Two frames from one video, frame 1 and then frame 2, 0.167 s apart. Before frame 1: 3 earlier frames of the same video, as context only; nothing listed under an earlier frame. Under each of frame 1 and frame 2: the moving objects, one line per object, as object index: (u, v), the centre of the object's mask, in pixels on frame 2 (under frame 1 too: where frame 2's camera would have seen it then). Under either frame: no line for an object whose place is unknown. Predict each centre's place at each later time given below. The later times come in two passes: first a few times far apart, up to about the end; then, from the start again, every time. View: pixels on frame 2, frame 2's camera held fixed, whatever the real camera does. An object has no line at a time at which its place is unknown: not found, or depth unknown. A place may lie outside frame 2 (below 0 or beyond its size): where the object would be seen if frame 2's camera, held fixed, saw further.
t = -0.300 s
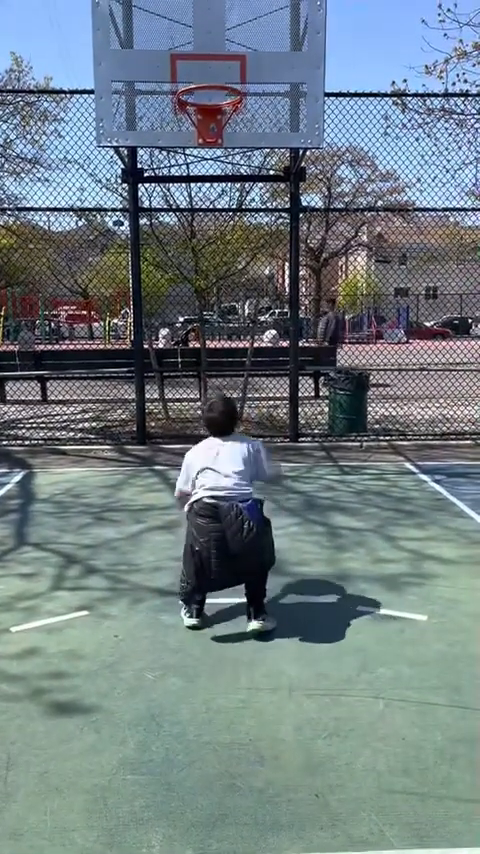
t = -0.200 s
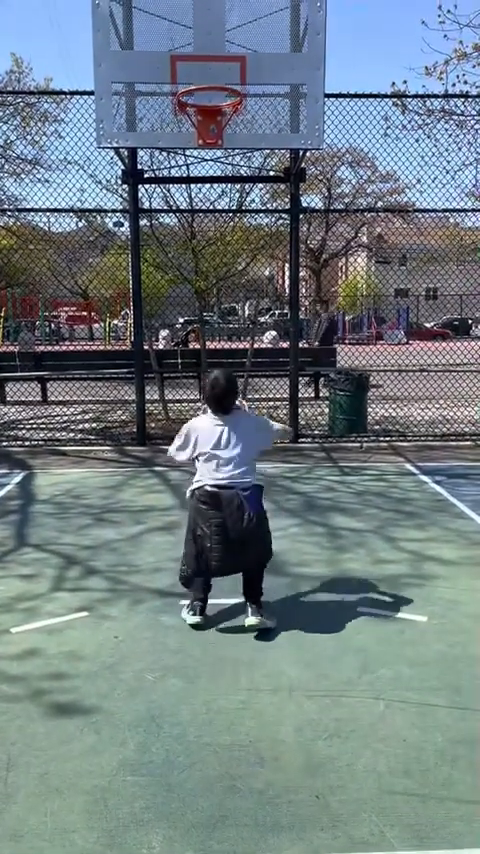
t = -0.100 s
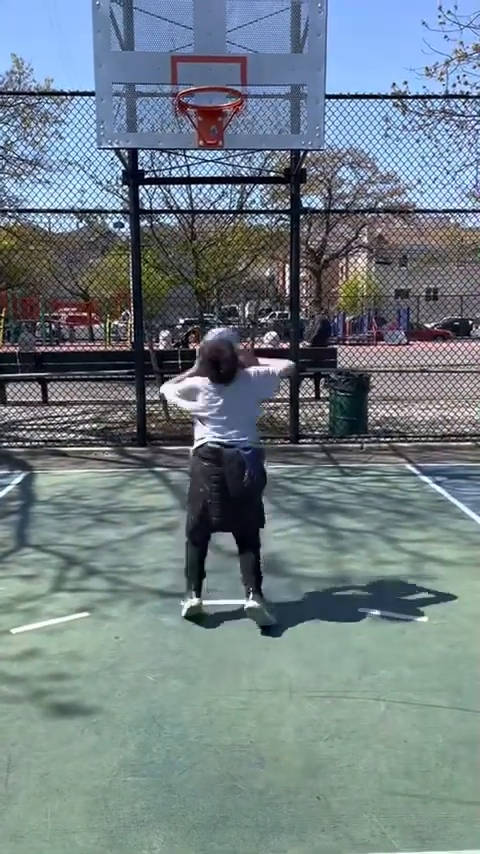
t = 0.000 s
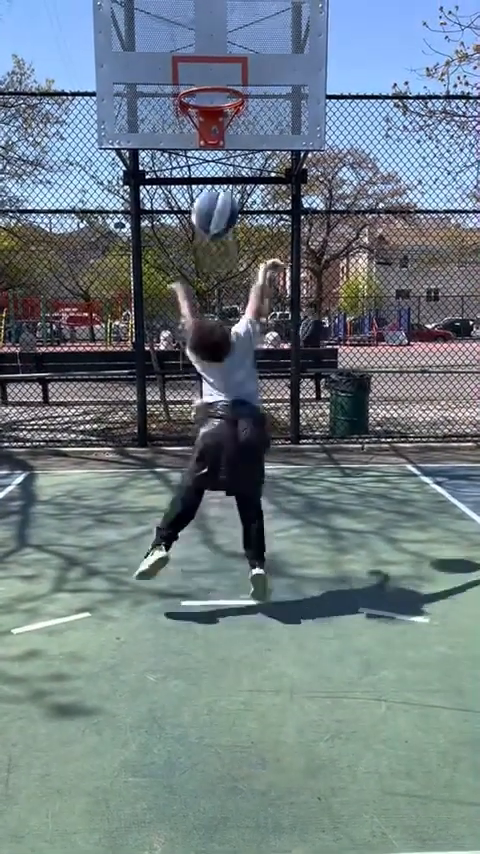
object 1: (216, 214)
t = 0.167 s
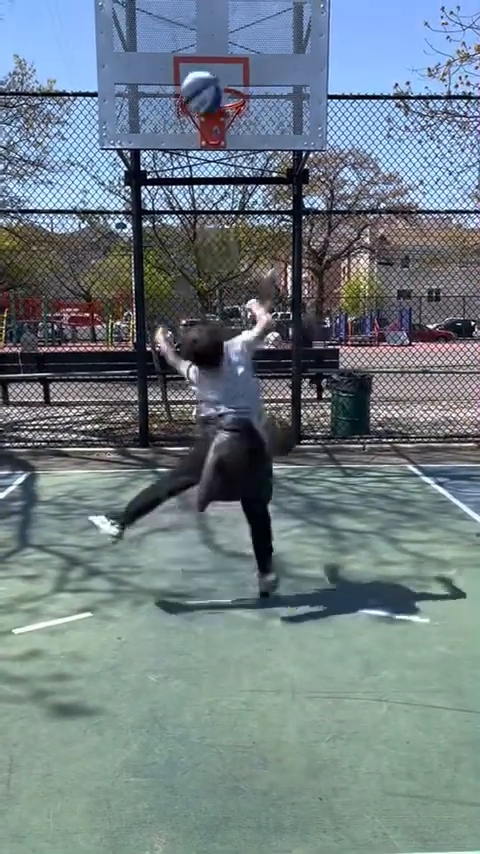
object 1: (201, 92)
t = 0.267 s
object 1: (196, 51)
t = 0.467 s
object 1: (186, 33)
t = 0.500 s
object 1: (185, 36)
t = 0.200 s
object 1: (200, 77)
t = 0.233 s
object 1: (198, 62)
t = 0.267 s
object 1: (196, 51)
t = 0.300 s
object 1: (195, 45)
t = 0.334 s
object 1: (193, 37)
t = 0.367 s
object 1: (190, 35)
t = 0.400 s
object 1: (188, 32)
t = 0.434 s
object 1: (188, 31)
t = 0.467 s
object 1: (186, 33)
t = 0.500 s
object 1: (185, 36)
